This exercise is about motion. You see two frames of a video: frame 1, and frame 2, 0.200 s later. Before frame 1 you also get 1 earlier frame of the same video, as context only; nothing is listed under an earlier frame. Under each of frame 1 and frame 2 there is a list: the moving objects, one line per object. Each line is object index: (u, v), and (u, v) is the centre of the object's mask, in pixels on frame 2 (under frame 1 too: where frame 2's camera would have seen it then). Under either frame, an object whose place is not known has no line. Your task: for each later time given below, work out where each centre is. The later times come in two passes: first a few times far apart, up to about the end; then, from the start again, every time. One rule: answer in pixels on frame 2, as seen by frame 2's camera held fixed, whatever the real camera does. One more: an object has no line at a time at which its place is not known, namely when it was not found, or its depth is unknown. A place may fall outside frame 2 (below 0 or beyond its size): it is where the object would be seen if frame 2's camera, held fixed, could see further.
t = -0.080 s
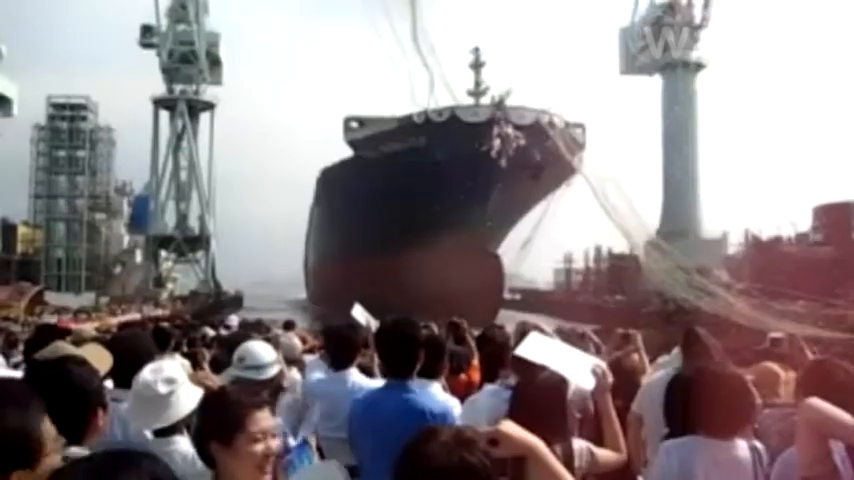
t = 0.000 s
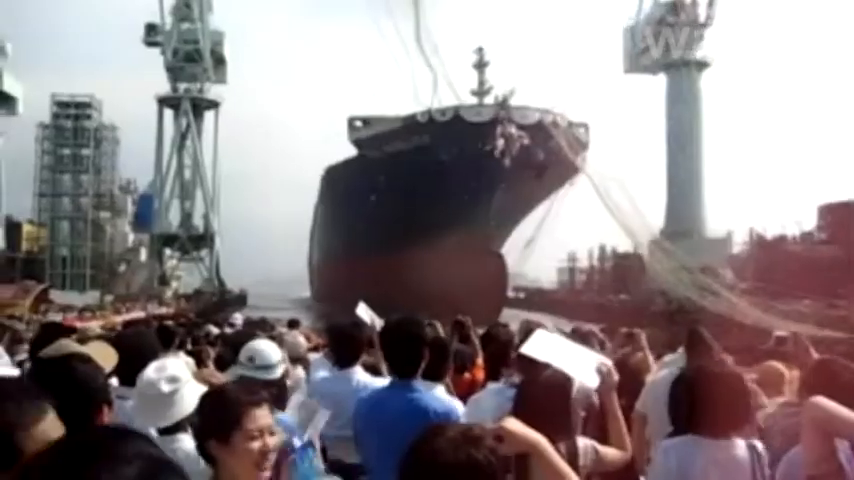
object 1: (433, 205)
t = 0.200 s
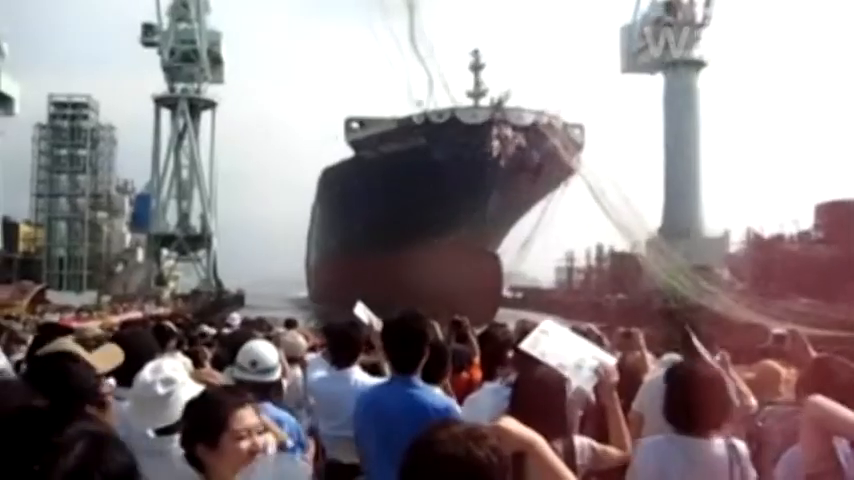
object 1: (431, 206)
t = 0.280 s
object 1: (431, 206)
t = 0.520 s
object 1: (430, 207)
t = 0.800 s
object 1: (428, 208)
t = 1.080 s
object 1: (427, 209)
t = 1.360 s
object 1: (426, 209)
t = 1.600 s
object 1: (424, 213)
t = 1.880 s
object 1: (422, 214)
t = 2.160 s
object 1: (421, 216)
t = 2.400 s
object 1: (420, 217)
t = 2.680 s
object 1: (419, 217)
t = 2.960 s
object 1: (417, 218)
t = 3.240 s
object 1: (416, 220)
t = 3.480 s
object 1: (415, 220)
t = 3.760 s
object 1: (414, 221)
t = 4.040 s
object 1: (411, 224)
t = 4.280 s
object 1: (411, 225)
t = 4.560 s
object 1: (410, 226)
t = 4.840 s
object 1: (410, 226)
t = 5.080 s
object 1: (409, 226)
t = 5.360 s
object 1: (408, 225)
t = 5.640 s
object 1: (407, 226)
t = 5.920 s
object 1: (407, 225)
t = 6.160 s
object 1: (406, 226)
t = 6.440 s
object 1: (405, 226)
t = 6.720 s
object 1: (404, 227)
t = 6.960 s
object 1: (404, 227)
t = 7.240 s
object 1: (403, 228)
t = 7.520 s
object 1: (402, 229)
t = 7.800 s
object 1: (403, 229)
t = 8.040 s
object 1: (402, 229)
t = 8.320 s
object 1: (400, 230)
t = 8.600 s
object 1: (400, 231)
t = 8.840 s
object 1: (398, 232)
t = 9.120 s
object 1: (398, 232)
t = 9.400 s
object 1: (397, 233)
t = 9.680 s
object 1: (396, 233)
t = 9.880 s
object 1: (397, 234)
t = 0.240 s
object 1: (431, 206)
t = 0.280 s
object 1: (431, 206)
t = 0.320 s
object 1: (431, 207)
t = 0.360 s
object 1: (431, 207)
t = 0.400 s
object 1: (430, 207)
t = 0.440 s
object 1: (430, 207)
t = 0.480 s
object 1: (430, 207)
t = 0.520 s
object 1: (430, 207)
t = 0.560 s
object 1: (430, 207)
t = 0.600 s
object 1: (429, 208)
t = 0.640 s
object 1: (429, 208)
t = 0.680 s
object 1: (429, 208)
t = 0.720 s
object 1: (429, 208)
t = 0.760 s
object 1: (428, 208)
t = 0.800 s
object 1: (428, 208)
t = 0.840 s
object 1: (428, 208)
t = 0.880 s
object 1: (428, 209)
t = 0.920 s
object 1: (427, 209)
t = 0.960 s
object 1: (427, 209)
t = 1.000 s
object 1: (427, 209)
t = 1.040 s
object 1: (427, 209)
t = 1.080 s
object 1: (427, 209)
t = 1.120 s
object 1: (426, 210)
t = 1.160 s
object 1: (426, 210)
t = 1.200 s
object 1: (426, 210)
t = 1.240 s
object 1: (425, 210)
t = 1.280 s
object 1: (425, 210)
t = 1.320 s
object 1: (425, 210)
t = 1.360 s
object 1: (426, 209)
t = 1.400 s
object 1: (425, 211)
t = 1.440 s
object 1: (424, 212)
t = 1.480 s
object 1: (424, 212)
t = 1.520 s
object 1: (424, 213)
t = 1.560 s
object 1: (424, 213)
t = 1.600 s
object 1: (424, 213)
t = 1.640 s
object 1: (423, 213)
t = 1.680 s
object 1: (423, 214)
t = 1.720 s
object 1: (423, 214)
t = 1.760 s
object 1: (423, 214)
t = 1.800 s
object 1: (423, 214)
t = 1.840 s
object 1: (422, 214)
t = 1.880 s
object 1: (422, 214)
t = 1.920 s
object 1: (422, 215)
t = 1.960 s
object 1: (422, 215)
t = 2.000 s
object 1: (421, 215)
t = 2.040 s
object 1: (421, 215)
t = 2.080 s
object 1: (421, 215)
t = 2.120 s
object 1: (421, 216)
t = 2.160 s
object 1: (421, 216)
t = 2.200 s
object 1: (421, 216)
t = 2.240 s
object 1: (421, 216)
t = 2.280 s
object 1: (420, 216)
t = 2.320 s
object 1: (420, 216)
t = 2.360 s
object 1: (420, 217)
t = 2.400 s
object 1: (420, 217)
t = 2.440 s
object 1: (419, 217)
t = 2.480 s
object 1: (419, 217)
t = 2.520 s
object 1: (419, 217)
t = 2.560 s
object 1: (419, 217)
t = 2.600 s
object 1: (419, 217)
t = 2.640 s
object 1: (419, 217)
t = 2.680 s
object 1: (419, 217)
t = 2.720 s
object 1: (418, 218)
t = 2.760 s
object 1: (418, 218)
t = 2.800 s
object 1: (418, 218)
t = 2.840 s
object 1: (418, 218)
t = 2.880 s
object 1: (418, 218)
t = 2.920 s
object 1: (417, 218)
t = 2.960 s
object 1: (417, 218)
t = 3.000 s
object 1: (417, 218)
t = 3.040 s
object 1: (417, 218)
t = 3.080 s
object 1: (417, 218)
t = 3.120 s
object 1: (417, 219)
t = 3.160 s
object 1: (417, 219)
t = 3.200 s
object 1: (417, 219)
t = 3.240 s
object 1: (416, 220)
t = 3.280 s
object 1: (416, 220)
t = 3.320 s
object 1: (416, 220)
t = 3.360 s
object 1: (416, 220)
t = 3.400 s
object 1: (416, 220)
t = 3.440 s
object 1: (415, 220)
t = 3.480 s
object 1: (415, 220)
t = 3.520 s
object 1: (415, 220)
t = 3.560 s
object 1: (415, 220)
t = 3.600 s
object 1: (415, 221)
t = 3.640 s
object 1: (414, 221)
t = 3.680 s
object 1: (414, 221)
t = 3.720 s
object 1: (413, 221)
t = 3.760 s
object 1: (414, 221)
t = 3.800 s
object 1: (413, 222)
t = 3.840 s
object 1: (413, 222)
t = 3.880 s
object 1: (412, 223)
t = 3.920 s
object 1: (412, 223)
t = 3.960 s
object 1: (412, 223)
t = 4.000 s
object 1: (412, 223)
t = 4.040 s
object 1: (411, 224)
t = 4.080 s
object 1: (411, 224)
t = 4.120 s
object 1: (411, 224)
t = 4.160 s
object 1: (411, 224)
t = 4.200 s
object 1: (411, 224)
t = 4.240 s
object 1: (412, 225)
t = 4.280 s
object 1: (411, 225)
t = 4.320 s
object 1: (410, 224)
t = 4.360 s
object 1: (411, 225)
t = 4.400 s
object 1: (410, 225)
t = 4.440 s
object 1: (411, 225)
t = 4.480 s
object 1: (411, 225)
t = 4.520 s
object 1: (411, 226)
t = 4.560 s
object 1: (410, 226)
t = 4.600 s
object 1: (410, 226)
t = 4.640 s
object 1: (410, 226)
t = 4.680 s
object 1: (410, 226)
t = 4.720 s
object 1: (410, 227)
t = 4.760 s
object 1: (410, 227)
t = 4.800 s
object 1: (410, 226)
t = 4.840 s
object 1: (410, 226)
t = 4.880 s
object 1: (410, 226)
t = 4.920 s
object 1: (409, 226)
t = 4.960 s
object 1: (409, 226)
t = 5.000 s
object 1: (409, 226)
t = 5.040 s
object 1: (409, 226)
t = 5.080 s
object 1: (409, 226)
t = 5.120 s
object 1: (409, 226)
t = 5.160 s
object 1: (409, 226)
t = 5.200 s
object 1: (409, 226)
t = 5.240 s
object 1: (409, 226)
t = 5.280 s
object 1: (408, 226)
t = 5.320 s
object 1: (408, 226)
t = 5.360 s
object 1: (408, 225)
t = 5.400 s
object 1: (408, 225)
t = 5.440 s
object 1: (408, 225)
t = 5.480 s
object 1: (408, 225)
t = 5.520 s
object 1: (408, 225)
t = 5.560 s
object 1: (408, 226)
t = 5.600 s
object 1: (408, 226)
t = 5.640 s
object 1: (407, 226)
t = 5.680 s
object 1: (407, 226)
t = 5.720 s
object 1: (407, 226)
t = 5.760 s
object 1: (407, 226)
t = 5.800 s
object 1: (407, 226)
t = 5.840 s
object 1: (407, 226)
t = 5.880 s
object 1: (407, 226)
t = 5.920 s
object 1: (407, 225)
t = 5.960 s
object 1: (407, 225)
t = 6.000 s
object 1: (407, 225)
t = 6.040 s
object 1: (406, 225)
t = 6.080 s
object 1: (406, 225)
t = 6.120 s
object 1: (406, 225)
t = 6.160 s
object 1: (406, 226)
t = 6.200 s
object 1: (406, 225)
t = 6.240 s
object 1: (406, 226)
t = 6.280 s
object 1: (406, 225)
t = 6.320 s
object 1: (406, 226)
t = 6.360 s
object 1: (405, 226)
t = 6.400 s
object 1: (405, 226)
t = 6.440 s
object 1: (405, 226)
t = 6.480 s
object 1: (405, 226)
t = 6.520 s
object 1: (405, 226)
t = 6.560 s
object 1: (405, 226)
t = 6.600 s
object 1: (405, 226)
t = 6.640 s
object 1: (404, 227)
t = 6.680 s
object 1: (404, 226)
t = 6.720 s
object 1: (404, 227)
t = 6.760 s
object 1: (404, 227)
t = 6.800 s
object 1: (404, 227)
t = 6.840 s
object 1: (404, 227)
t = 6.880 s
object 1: (404, 227)
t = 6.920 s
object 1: (404, 227)
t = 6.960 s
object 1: (404, 227)
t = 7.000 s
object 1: (404, 227)
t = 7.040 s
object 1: (403, 227)
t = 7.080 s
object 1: (404, 227)
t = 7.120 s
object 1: (403, 228)
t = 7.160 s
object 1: (403, 228)
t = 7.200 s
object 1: (403, 228)
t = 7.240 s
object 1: (403, 228)
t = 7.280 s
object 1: (403, 228)
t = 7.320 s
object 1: (403, 228)
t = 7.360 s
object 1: (403, 228)
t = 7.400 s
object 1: (403, 228)
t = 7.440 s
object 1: (403, 229)
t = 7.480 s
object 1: (403, 229)
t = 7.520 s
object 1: (402, 229)
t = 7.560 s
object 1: (402, 229)
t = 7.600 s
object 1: (403, 229)
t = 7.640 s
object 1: (402, 229)
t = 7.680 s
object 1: (402, 229)
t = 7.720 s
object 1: (402, 229)
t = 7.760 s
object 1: (402, 229)
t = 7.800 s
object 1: (403, 229)
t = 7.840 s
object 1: (403, 229)
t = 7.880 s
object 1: (403, 229)
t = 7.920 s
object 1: (402, 229)
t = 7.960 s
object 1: (401, 229)
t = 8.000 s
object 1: (402, 229)
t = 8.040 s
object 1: (402, 229)
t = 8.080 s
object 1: (401, 229)
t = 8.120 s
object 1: (401, 230)
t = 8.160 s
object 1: (400, 229)
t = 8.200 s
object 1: (400, 230)
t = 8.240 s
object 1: (400, 230)
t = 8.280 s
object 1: (400, 230)
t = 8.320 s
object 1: (400, 230)
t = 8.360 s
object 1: (400, 230)
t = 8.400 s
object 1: (401, 231)
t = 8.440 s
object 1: (401, 231)
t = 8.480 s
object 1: (400, 231)
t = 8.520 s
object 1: (400, 231)
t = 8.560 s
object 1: (400, 231)
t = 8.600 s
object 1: (400, 231)
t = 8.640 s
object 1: (400, 232)
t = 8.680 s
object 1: (399, 232)
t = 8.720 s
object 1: (399, 232)
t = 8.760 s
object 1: (399, 232)
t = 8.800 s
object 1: (399, 232)
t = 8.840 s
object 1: (398, 232)
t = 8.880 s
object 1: (399, 232)
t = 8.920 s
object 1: (399, 232)
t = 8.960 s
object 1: (398, 232)
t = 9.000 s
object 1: (398, 232)
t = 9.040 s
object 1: (398, 233)
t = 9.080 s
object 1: (398, 232)
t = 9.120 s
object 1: (398, 232)
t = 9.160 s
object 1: (398, 233)
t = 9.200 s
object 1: (398, 232)
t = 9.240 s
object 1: (397, 233)
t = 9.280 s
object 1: (397, 232)
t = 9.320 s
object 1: (397, 233)
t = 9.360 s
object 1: (397, 233)
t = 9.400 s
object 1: (397, 233)
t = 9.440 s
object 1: (397, 233)
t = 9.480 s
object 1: (397, 233)
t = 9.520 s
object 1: (396, 233)
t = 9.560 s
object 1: (396, 233)
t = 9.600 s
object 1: (396, 233)
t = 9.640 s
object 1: (396, 233)
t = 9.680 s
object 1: (396, 233)
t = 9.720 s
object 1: (397, 233)
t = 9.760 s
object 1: (396, 233)
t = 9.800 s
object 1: (396, 233)
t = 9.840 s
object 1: (396, 234)
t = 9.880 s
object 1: (397, 234)
